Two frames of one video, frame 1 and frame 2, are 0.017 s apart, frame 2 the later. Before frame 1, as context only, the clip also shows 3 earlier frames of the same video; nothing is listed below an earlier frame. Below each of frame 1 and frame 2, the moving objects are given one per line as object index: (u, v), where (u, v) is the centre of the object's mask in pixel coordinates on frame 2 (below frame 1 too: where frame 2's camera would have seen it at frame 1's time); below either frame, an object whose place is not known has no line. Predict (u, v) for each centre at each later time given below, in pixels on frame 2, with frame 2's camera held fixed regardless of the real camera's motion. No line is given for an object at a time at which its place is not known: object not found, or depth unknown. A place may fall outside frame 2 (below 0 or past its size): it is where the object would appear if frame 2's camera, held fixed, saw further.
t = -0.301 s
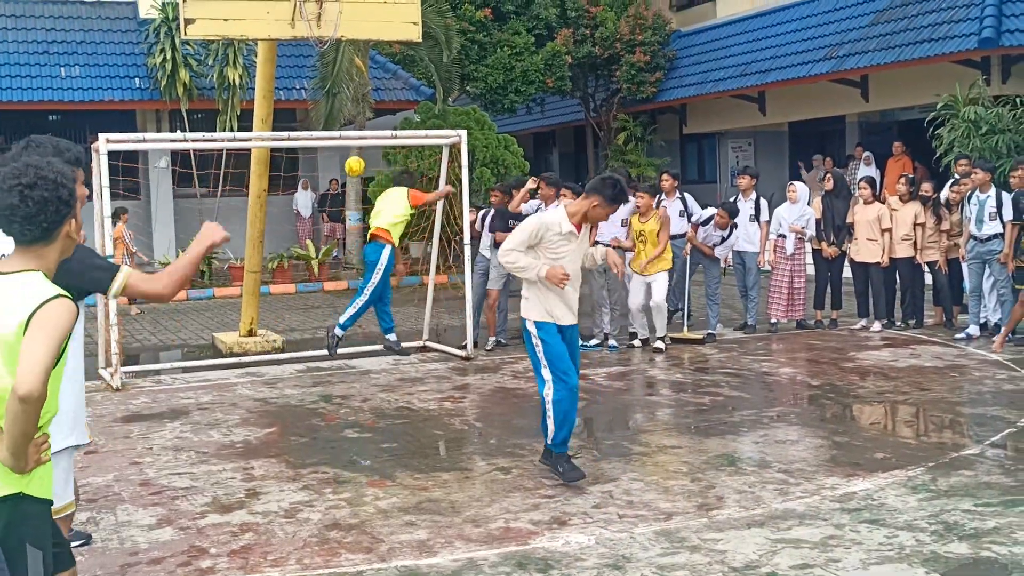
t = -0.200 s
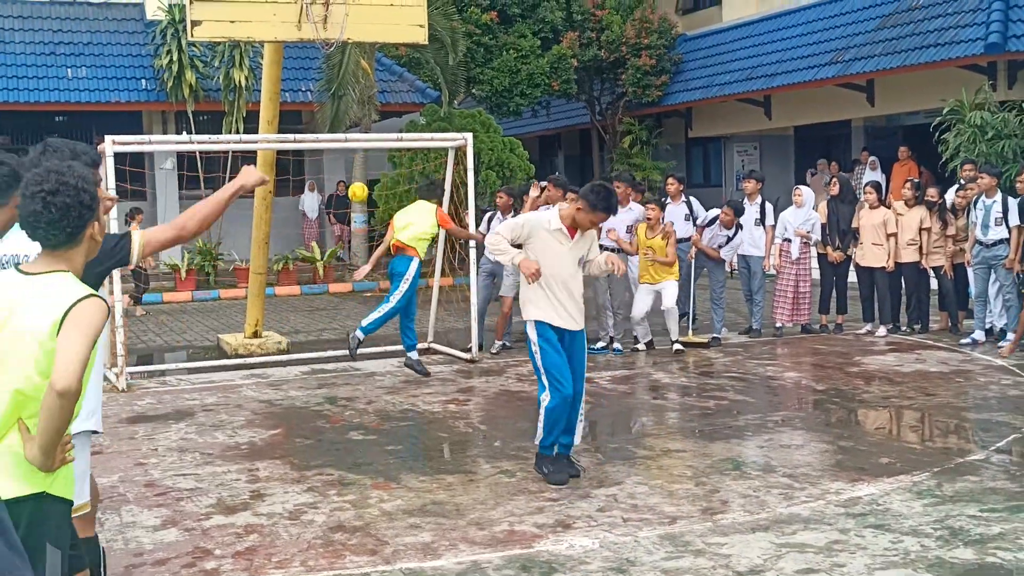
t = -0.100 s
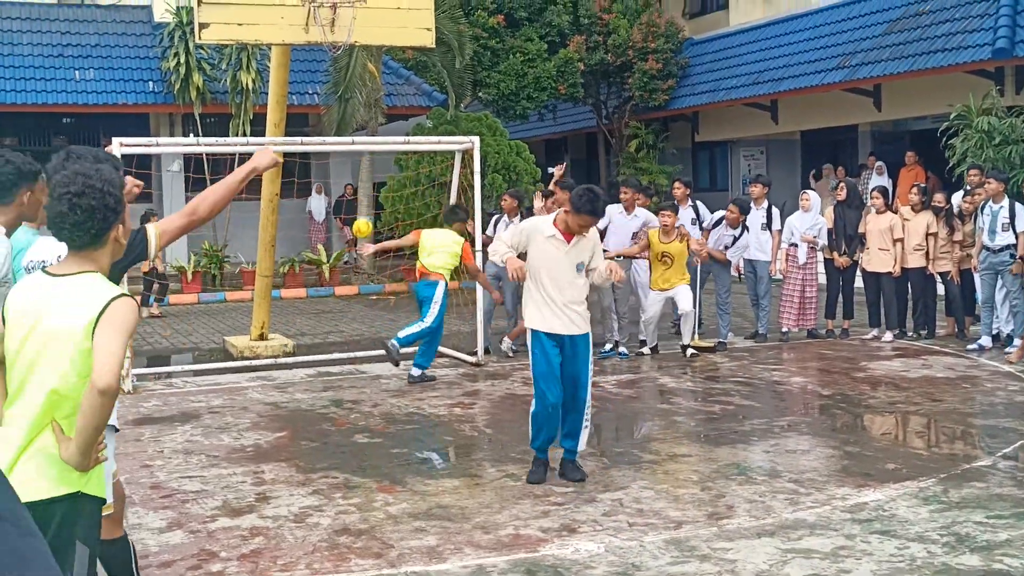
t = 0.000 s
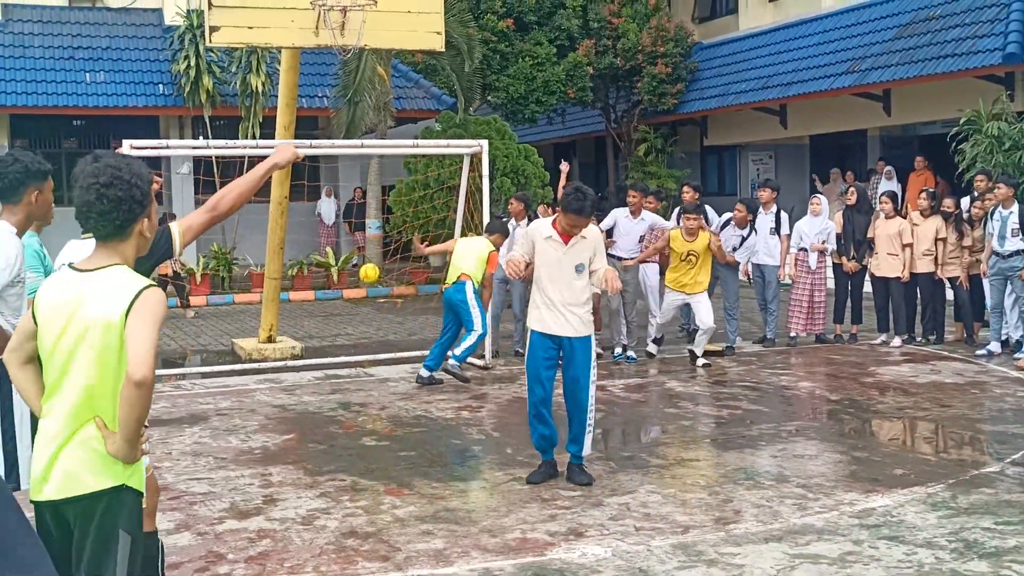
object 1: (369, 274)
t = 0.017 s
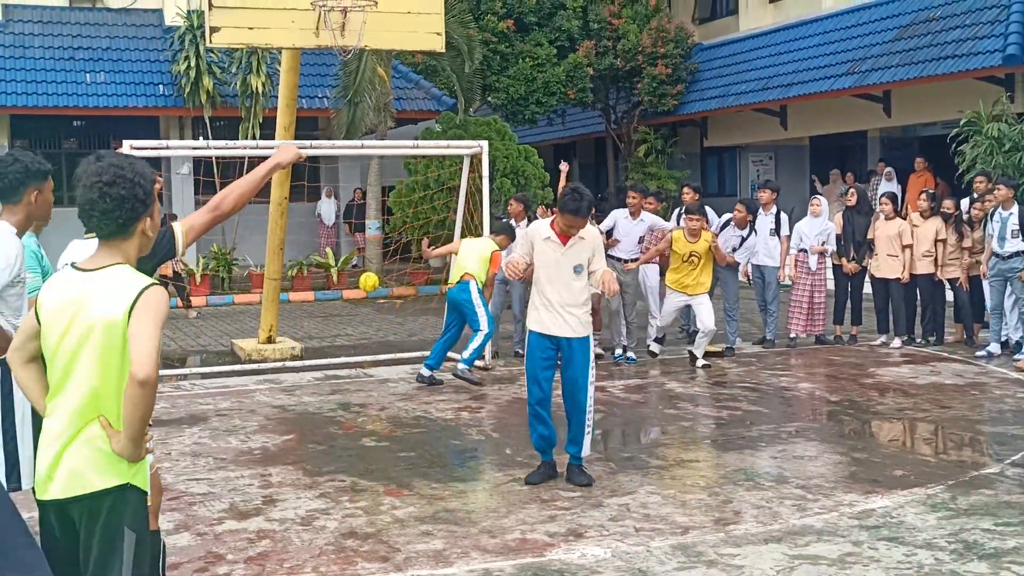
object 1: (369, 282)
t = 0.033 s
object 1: (368, 290)
